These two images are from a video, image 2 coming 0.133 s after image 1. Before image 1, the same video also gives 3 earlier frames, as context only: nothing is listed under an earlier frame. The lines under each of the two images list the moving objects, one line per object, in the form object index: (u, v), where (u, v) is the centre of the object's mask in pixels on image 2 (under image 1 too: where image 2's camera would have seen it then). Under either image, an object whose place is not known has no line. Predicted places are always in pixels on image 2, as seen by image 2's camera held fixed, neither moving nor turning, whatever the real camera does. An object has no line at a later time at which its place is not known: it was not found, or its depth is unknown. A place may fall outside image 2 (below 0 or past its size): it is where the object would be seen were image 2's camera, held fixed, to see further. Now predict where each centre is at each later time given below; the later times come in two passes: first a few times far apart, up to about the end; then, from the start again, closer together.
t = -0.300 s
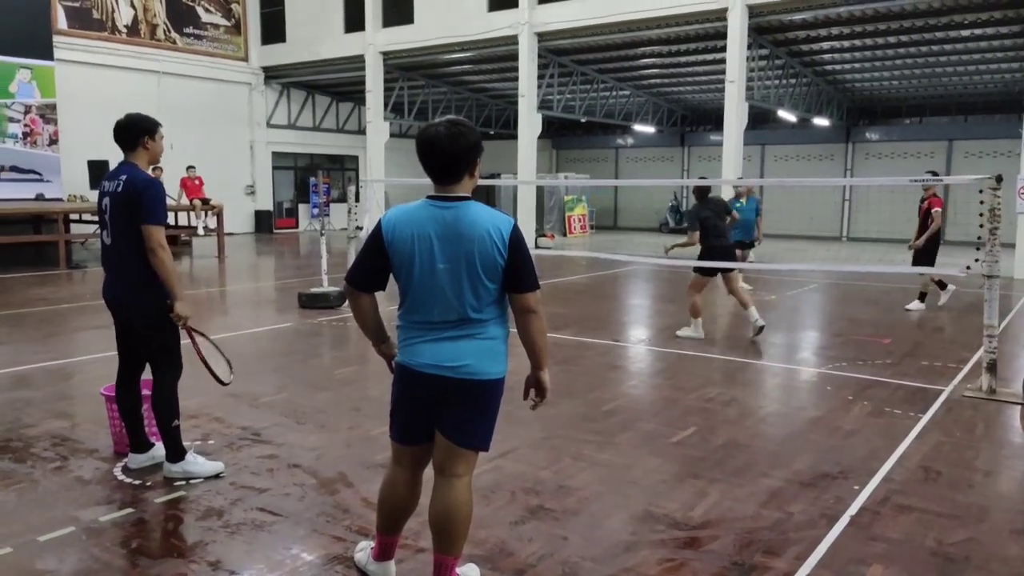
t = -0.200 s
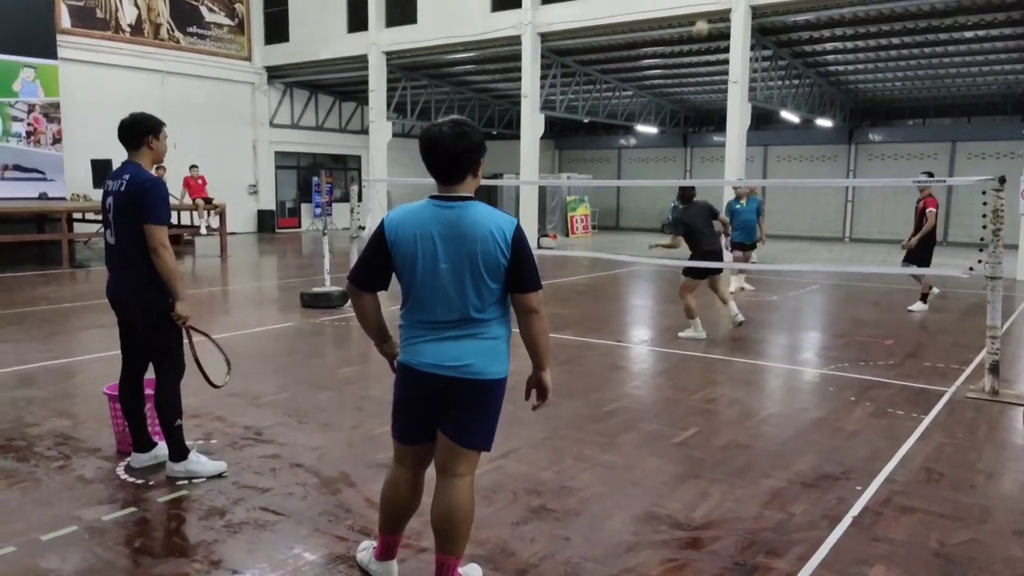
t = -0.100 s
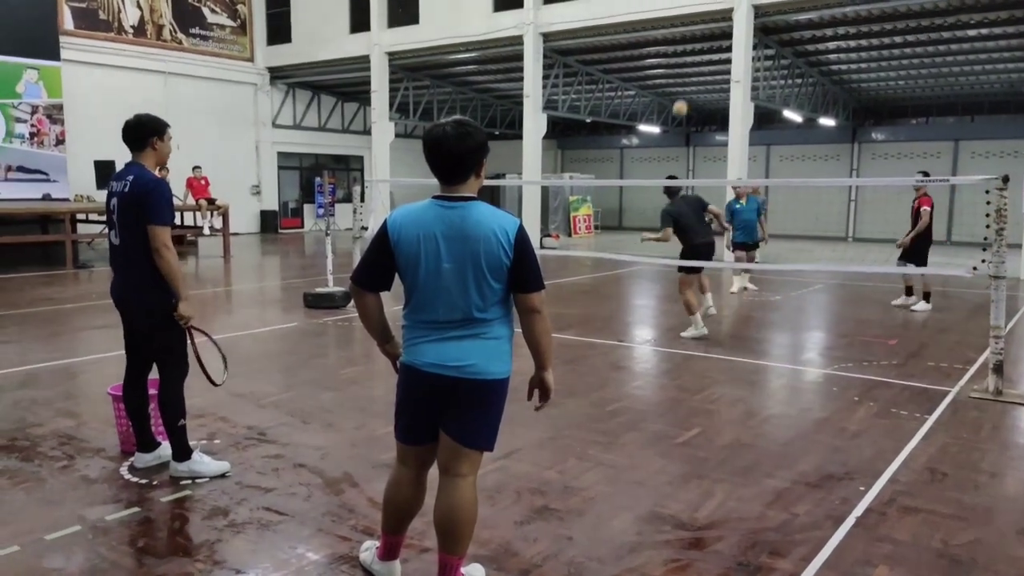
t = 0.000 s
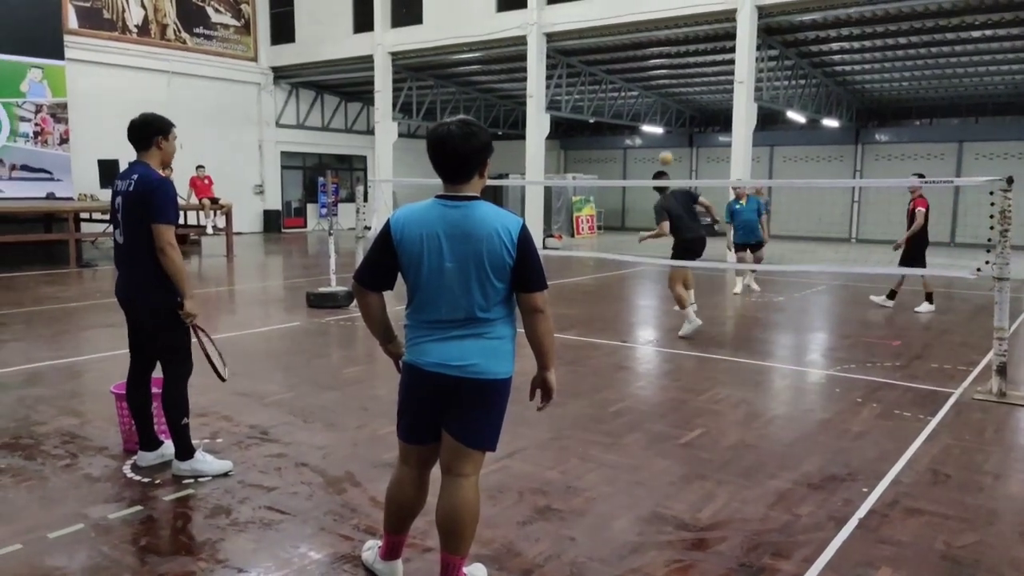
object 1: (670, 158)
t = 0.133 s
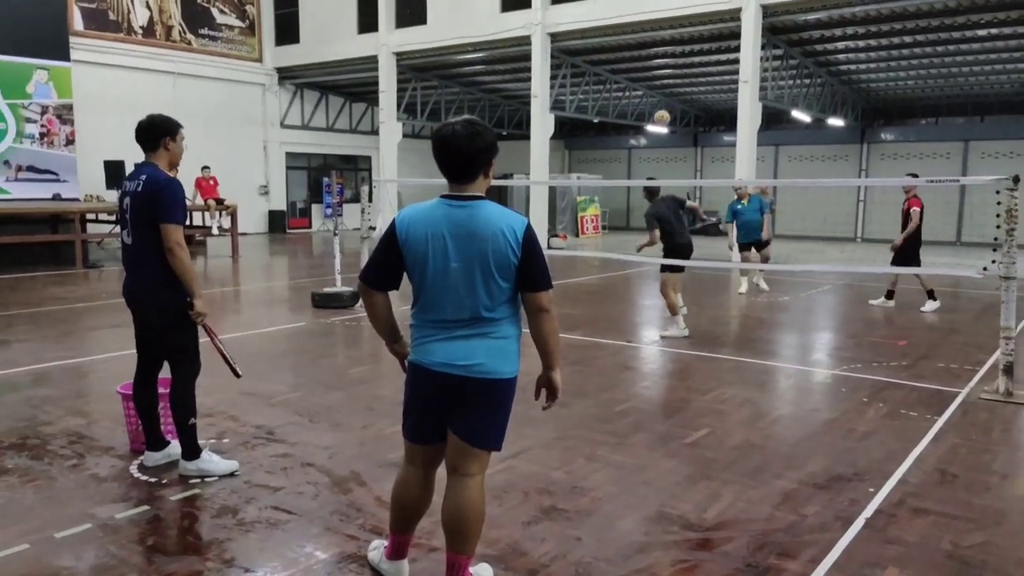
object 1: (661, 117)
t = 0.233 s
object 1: (654, 99)
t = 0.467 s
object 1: (631, 95)
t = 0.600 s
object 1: (617, 125)
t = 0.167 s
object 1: (658, 110)
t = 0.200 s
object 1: (656, 105)
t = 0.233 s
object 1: (654, 99)
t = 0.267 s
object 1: (652, 94)
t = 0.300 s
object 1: (649, 90)
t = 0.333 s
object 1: (645, 88)
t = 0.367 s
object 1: (642, 88)
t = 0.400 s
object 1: (639, 89)
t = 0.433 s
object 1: (635, 91)
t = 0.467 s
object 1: (631, 95)
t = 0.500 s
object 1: (628, 101)
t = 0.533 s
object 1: (623, 109)
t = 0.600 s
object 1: (617, 125)
